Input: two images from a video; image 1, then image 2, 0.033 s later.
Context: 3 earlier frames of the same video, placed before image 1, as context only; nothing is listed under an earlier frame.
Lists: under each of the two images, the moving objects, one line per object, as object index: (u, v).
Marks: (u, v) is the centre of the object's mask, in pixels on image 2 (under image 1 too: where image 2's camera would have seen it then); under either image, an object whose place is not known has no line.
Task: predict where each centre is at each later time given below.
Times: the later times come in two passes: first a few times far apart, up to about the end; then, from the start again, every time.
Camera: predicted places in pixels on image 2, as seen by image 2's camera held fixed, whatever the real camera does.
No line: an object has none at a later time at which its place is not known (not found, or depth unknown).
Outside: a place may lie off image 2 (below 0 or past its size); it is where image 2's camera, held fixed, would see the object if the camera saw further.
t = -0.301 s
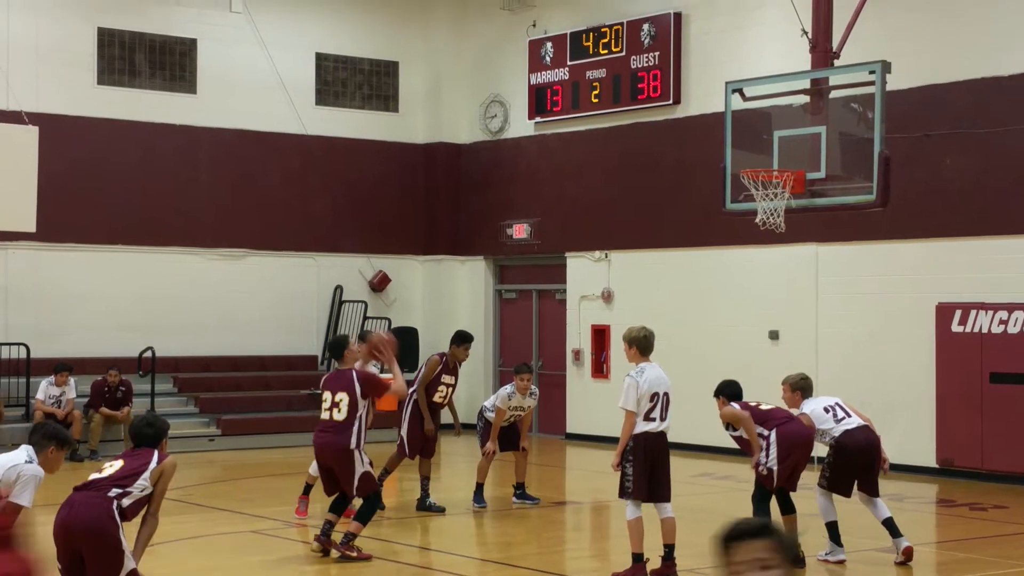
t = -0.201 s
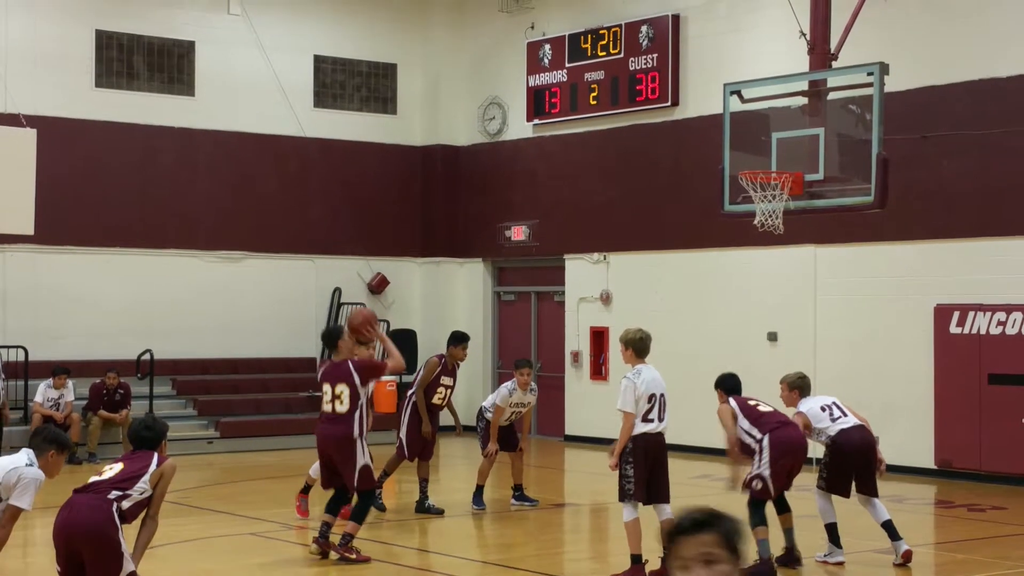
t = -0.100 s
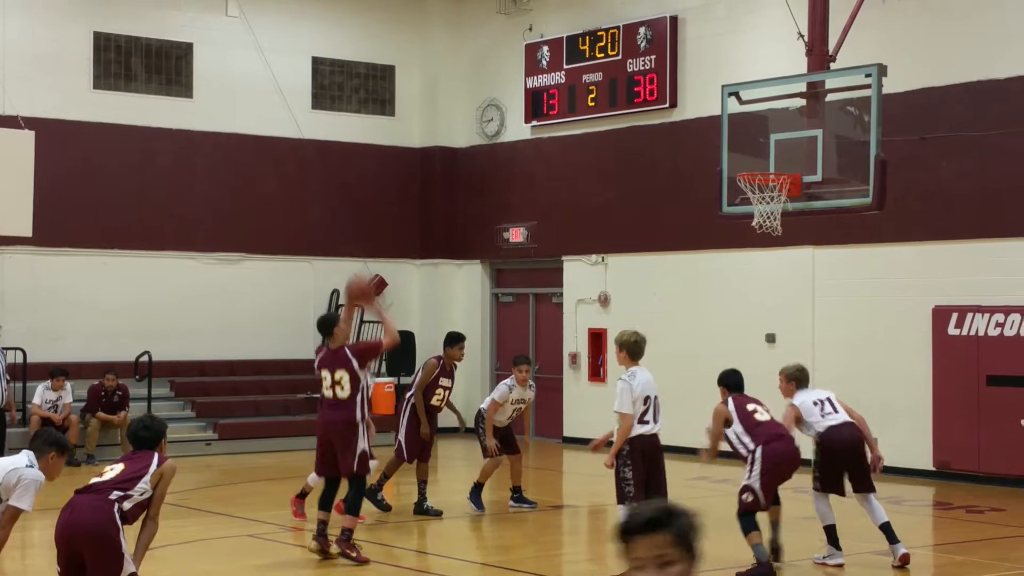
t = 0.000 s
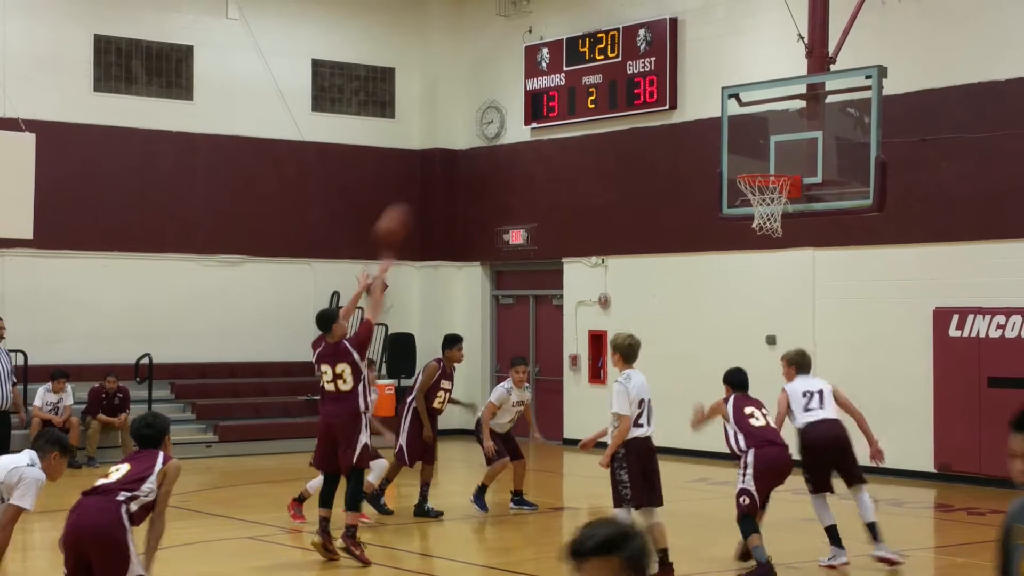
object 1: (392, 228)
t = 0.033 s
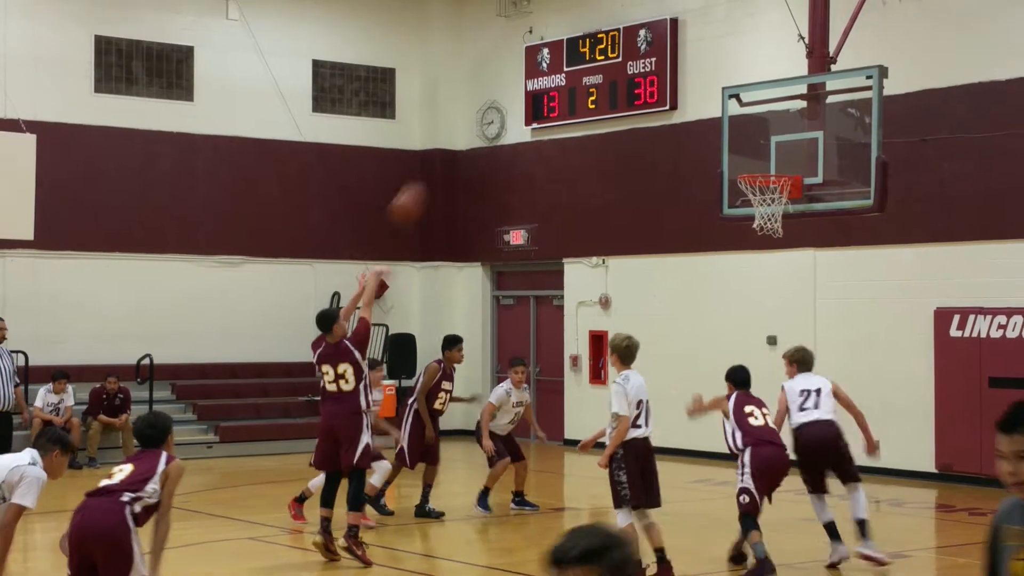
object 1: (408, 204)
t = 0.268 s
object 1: (509, 97)
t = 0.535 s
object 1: (615, 55)
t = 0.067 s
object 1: (423, 184)
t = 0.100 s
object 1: (437, 167)
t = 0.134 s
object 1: (451, 152)
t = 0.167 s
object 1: (469, 133)
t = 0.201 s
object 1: (482, 119)
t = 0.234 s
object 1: (496, 106)
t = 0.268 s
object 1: (509, 97)
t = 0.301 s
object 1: (523, 85)
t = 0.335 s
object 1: (535, 77)
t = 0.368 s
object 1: (550, 68)
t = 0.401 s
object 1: (563, 63)
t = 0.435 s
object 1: (575, 59)
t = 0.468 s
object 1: (586, 58)
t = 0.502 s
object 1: (599, 56)
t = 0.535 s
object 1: (615, 55)
